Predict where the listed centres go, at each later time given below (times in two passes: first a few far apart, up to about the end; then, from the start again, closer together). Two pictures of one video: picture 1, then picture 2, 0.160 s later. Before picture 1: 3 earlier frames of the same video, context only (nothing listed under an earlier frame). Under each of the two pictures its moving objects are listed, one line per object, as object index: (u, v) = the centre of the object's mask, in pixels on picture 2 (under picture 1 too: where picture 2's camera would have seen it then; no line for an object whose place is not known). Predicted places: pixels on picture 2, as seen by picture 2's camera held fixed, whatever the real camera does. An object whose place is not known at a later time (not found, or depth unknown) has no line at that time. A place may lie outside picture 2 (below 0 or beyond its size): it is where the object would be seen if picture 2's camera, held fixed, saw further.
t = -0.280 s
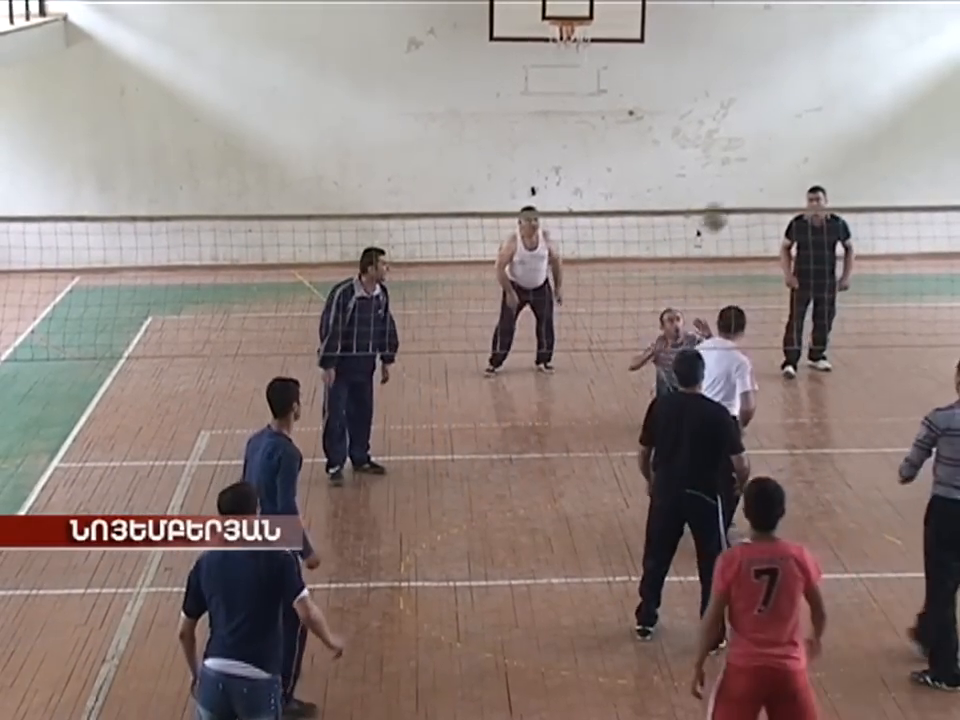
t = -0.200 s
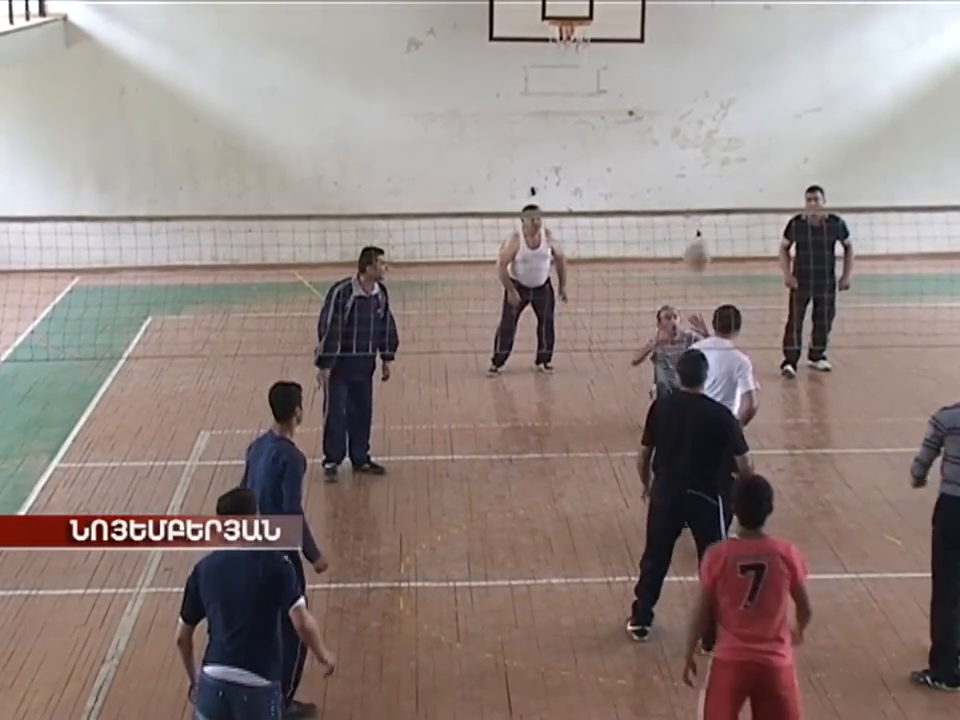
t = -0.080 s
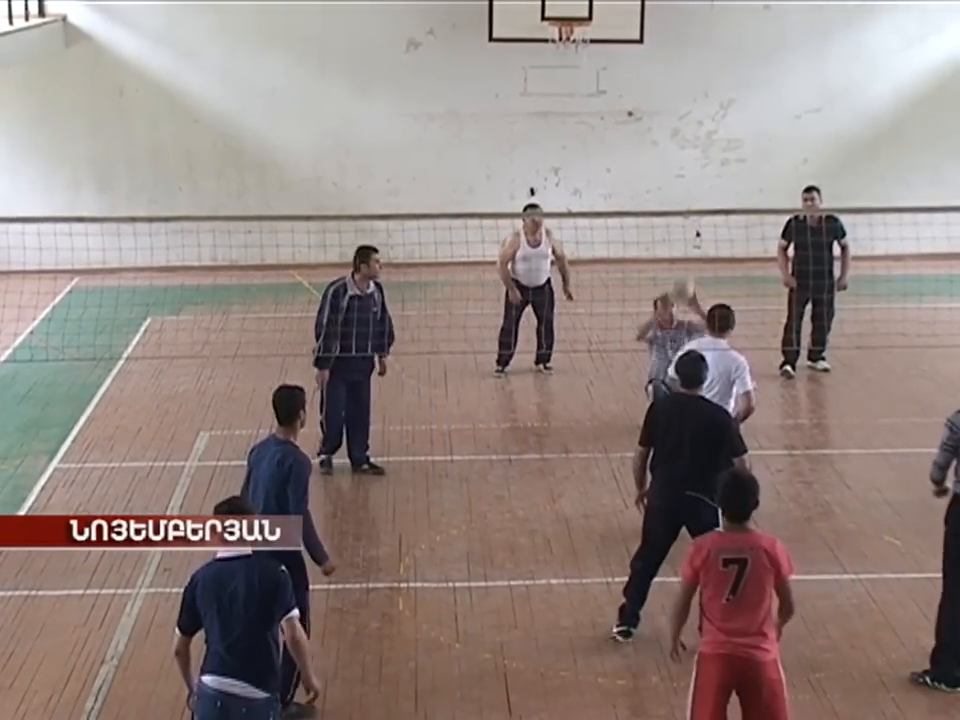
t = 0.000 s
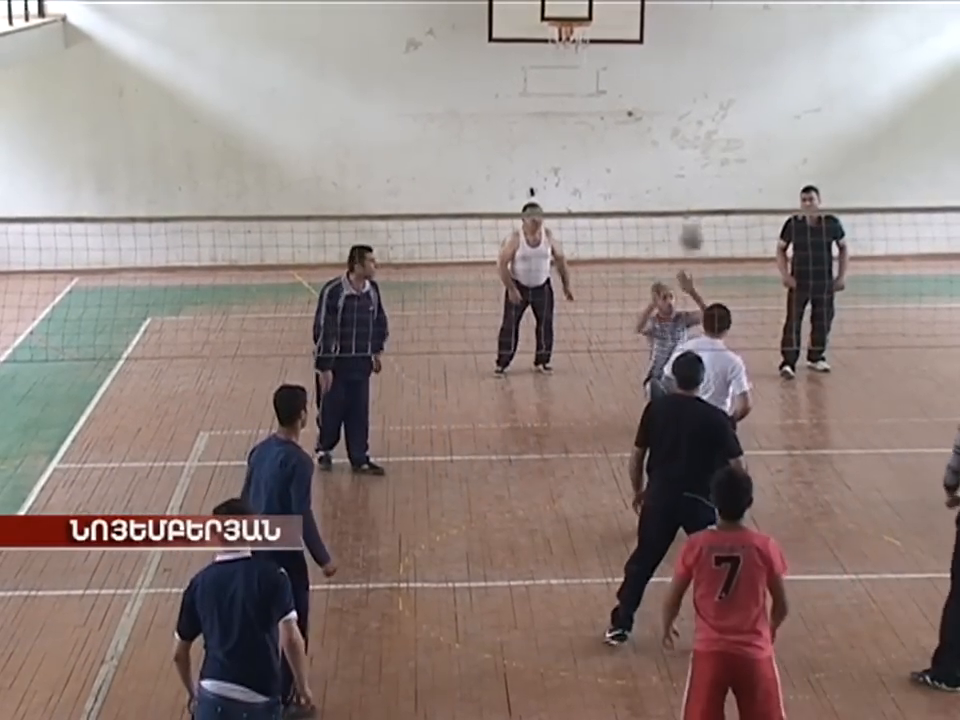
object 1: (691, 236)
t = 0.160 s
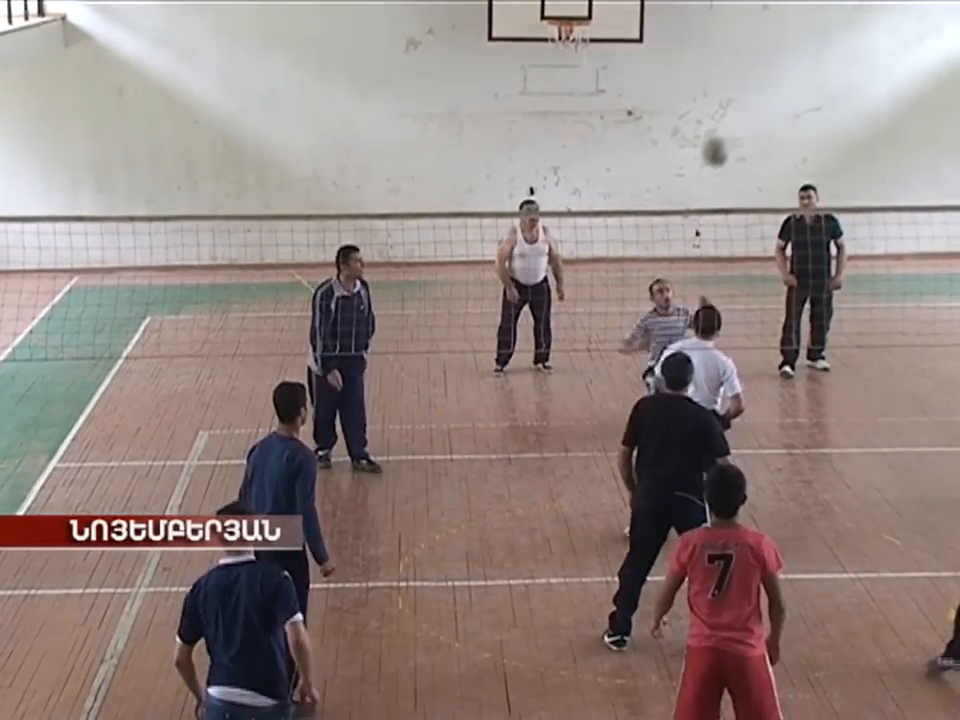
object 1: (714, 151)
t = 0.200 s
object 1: (720, 134)
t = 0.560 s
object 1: (785, 63)
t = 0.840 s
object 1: (839, 141)
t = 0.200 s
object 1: (720, 134)
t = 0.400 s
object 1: (755, 73)
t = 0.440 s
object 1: (762, 67)
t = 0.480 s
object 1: (770, 63)
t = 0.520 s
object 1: (777, 62)
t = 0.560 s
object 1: (785, 63)
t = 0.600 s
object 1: (793, 66)
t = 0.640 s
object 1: (800, 72)
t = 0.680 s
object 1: (808, 80)
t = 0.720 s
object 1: (816, 91)
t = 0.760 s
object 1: (824, 105)
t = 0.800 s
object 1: (831, 122)
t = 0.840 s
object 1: (839, 141)
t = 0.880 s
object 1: (846, 164)
